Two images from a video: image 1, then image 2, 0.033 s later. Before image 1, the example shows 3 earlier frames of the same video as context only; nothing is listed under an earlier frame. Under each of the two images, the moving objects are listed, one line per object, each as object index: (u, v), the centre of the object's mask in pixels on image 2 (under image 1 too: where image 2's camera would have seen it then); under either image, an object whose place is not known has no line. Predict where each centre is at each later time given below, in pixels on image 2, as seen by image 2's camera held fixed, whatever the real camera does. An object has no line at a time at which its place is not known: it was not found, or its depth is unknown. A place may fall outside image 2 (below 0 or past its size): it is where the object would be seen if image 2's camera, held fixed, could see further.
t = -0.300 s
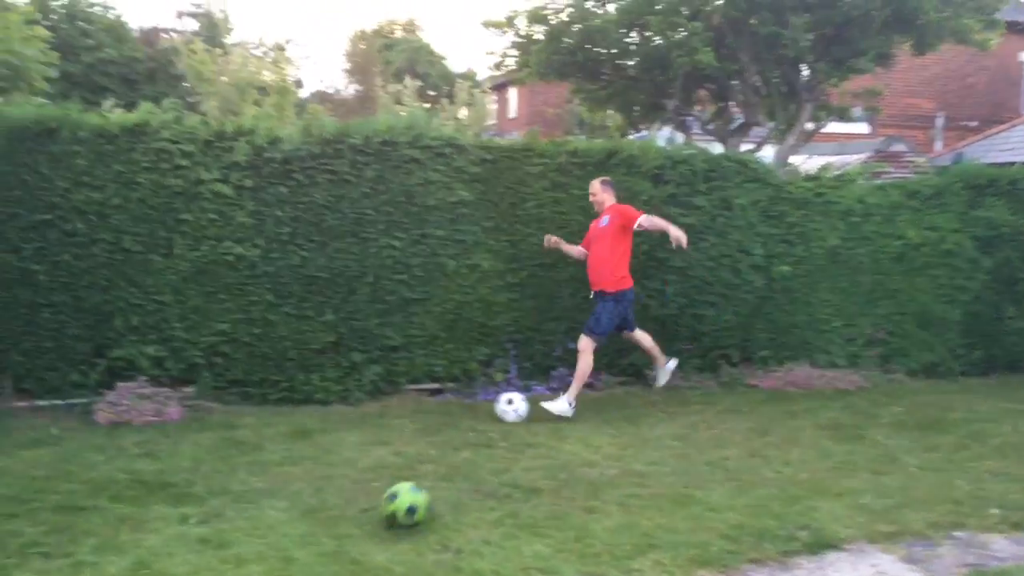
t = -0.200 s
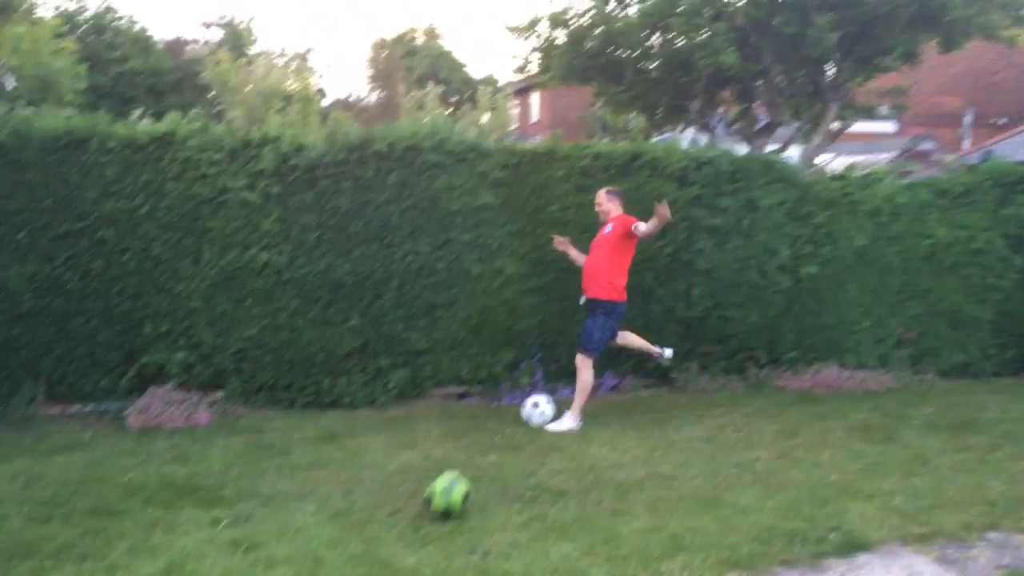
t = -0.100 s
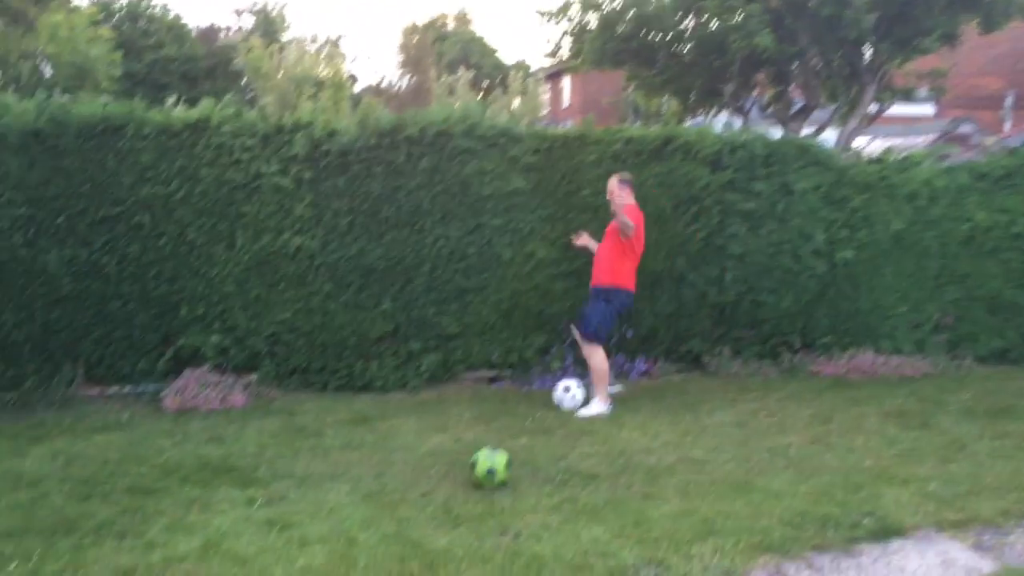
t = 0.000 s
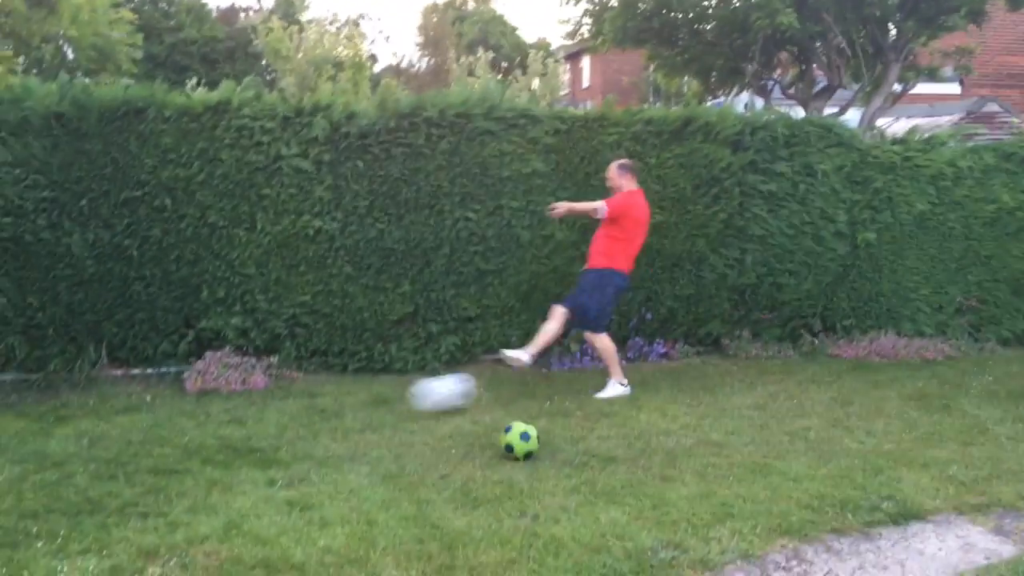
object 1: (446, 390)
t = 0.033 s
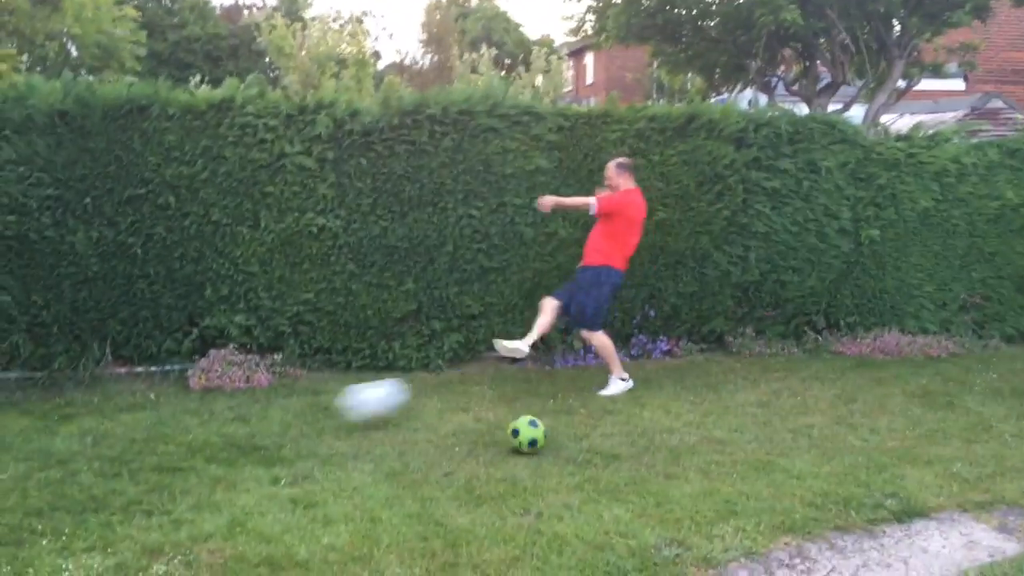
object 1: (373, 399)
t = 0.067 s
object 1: (292, 410)
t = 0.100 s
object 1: (203, 423)
